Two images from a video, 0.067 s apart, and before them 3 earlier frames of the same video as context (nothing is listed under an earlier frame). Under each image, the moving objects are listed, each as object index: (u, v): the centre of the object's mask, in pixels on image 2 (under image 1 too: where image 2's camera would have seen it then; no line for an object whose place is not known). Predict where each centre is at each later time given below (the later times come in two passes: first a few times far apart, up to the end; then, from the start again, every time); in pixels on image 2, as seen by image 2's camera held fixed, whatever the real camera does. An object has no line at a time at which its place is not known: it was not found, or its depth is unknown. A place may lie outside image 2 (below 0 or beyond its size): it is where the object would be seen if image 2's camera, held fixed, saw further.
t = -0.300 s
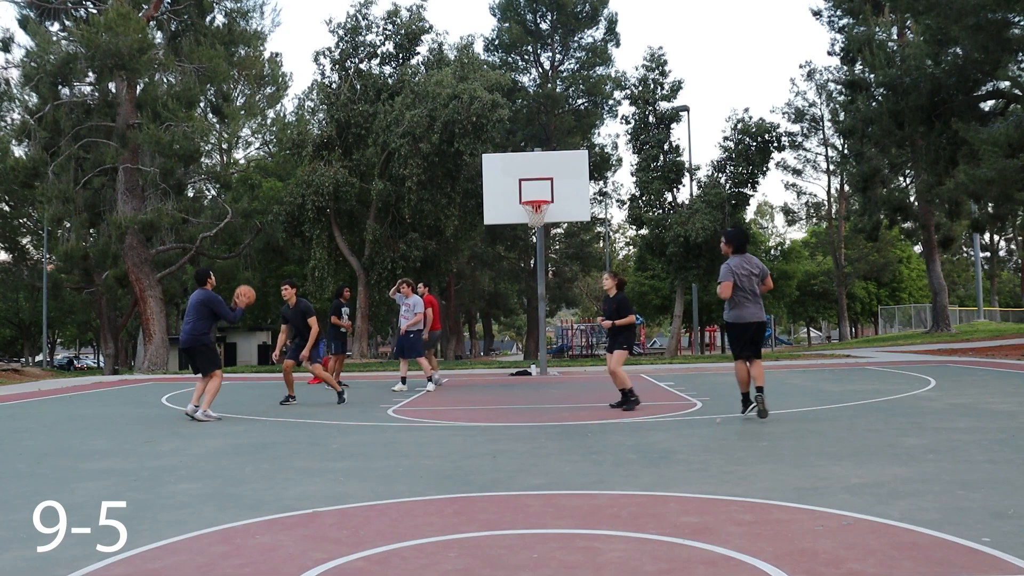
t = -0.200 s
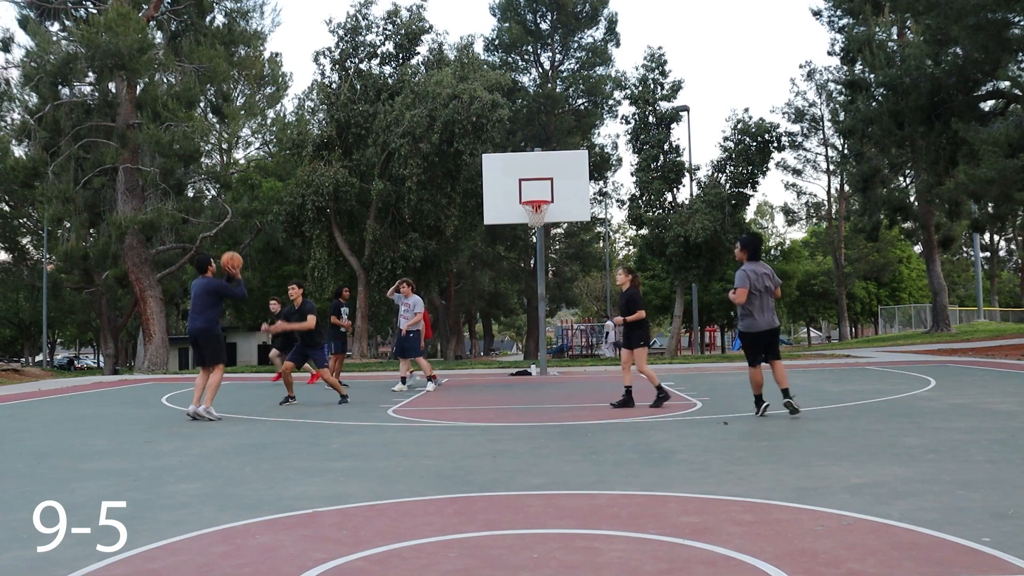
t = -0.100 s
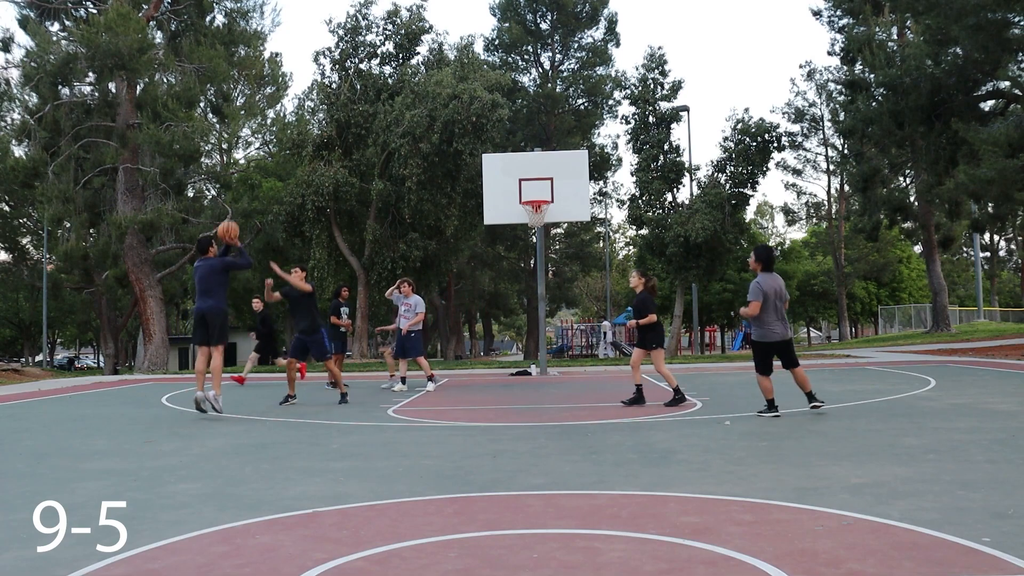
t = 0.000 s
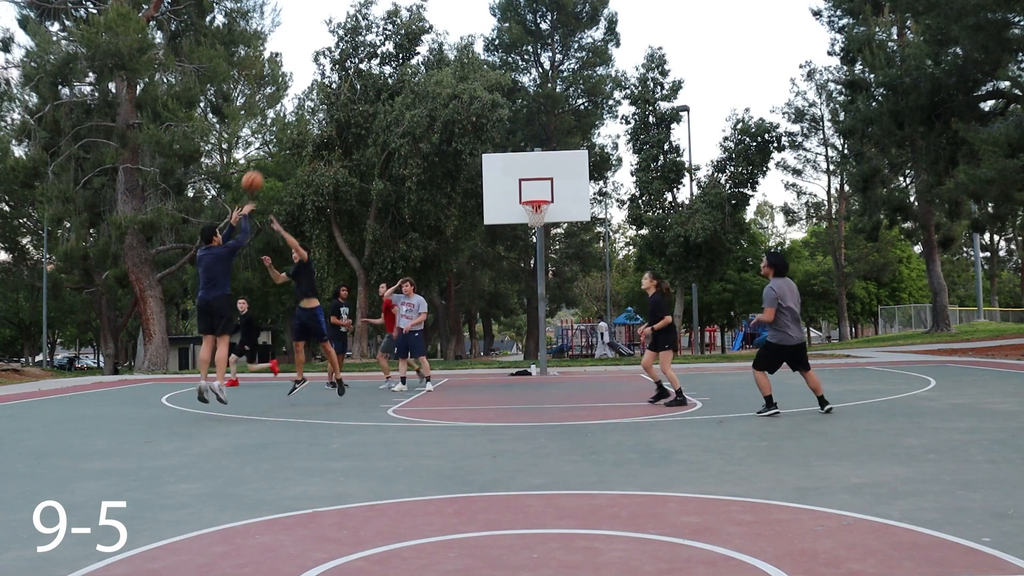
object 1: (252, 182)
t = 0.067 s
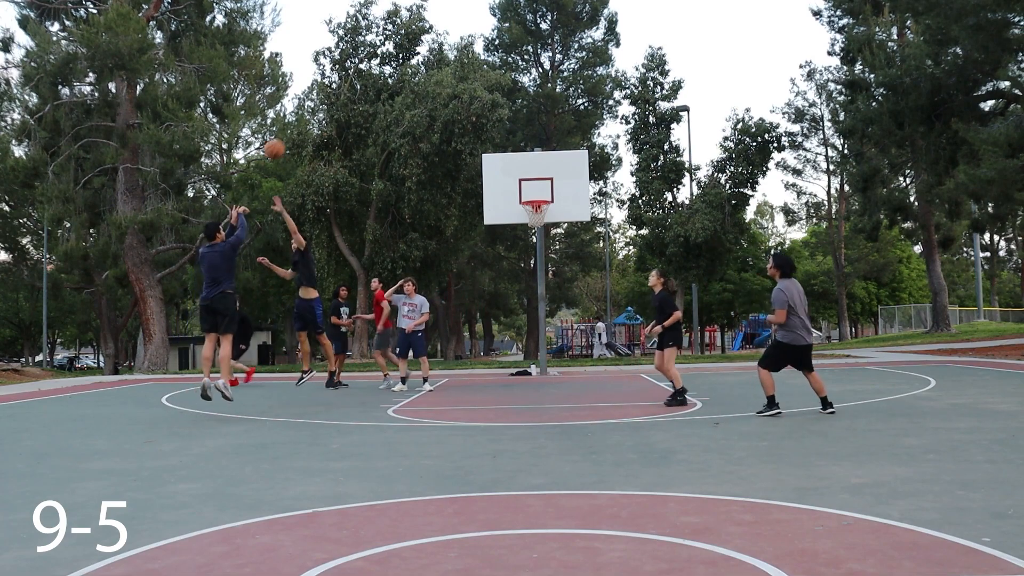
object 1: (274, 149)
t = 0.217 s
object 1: (320, 95)
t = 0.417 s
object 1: (372, 58)
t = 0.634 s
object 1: (422, 54)
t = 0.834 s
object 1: (462, 75)
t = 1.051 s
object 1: (502, 122)
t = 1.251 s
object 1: (535, 186)
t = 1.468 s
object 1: (532, 228)
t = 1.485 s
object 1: (531, 230)
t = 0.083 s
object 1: (280, 142)
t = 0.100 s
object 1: (285, 135)
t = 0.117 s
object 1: (290, 129)
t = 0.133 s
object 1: (295, 122)
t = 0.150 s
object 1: (300, 117)
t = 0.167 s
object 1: (305, 112)
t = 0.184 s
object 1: (310, 106)
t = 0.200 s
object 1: (315, 100)
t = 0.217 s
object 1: (320, 95)
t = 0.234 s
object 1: (324, 92)
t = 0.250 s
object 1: (329, 87)
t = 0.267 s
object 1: (334, 83)
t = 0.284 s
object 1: (339, 79)
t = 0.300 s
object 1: (343, 76)
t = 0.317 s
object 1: (347, 73)
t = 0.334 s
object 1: (351, 69)
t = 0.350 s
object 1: (355, 67)
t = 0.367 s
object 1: (361, 64)
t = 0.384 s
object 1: (364, 62)
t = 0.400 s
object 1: (368, 59)
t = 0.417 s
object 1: (372, 58)
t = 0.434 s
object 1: (376, 57)
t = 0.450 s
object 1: (381, 55)
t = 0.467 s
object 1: (385, 54)
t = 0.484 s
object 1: (388, 54)
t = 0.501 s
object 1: (393, 52)
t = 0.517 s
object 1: (396, 52)
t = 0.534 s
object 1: (401, 52)
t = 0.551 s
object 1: (404, 51)
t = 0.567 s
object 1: (408, 51)
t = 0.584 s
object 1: (411, 52)
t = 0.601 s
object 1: (414, 52)
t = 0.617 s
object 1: (418, 53)
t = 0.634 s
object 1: (422, 54)
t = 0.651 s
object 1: (426, 54)
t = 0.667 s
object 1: (430, 56)
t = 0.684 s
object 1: (433, 57)
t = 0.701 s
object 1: (436, 58)
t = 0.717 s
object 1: (440, 59)
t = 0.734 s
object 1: (443, 61)
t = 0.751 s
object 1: (446, 63)
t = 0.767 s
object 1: (449, 65)
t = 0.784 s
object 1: (453, 67)
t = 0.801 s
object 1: (456, 69)
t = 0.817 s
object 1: (459, 72)
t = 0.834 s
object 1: (462, 75)
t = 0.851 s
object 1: (465, 78)
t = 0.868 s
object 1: (469, 81)
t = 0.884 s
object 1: (472, 84)
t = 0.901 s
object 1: (475, 87)
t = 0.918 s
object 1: (478, 90)
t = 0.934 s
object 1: (481, 94)
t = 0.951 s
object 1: (484, 97)
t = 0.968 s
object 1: (487, 101)
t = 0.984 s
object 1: (490, 105)
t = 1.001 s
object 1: (493, 109)
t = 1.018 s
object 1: (496, 113)
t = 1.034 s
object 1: (499, 118)
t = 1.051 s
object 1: (502, 122)
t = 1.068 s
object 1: (505, 127)
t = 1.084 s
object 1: (508, 132)
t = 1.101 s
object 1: (511, 137)
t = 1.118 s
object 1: (513, 142)
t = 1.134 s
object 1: (516, 146)
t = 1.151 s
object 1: (519, 152)
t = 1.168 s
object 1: (521, 158)
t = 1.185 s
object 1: (524, 163)
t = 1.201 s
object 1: (527, 169)
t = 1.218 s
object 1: (530, 174)
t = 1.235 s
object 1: (532, 180)
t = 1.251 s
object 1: (535, 186)
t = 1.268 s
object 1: (538, 193)
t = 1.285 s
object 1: (540, 198)
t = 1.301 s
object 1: (540, 204)
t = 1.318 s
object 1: (544, 210)
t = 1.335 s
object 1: (544, 212)
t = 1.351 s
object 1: (543, 215)
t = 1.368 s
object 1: (540, 220)
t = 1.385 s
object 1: (538, 220)
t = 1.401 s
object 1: (537, 222)
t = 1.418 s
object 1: (537, 224)
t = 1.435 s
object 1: (535, 226)
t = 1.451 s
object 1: (533, 227)
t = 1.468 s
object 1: (532, 228)
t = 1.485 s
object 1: (531, 230)
